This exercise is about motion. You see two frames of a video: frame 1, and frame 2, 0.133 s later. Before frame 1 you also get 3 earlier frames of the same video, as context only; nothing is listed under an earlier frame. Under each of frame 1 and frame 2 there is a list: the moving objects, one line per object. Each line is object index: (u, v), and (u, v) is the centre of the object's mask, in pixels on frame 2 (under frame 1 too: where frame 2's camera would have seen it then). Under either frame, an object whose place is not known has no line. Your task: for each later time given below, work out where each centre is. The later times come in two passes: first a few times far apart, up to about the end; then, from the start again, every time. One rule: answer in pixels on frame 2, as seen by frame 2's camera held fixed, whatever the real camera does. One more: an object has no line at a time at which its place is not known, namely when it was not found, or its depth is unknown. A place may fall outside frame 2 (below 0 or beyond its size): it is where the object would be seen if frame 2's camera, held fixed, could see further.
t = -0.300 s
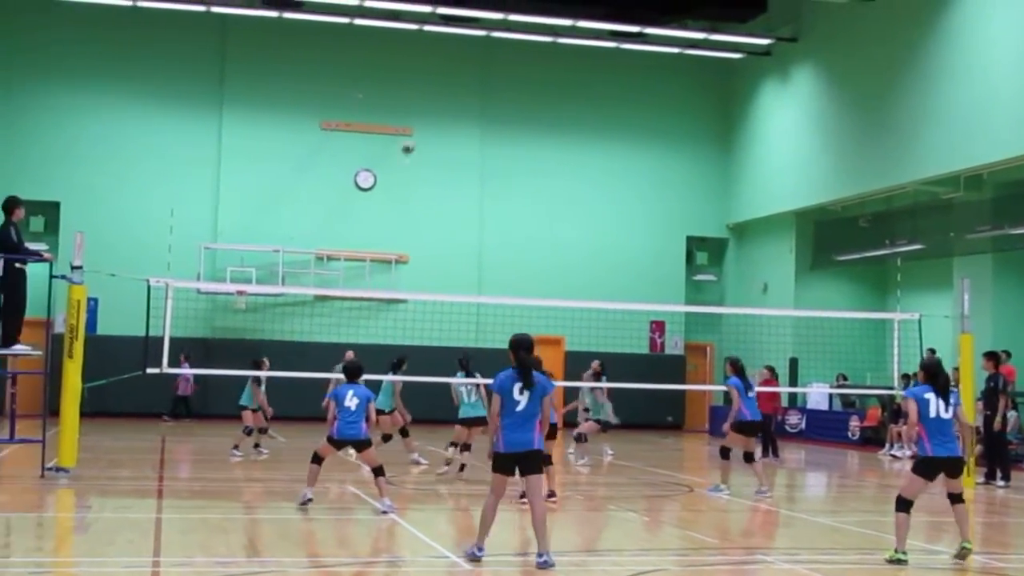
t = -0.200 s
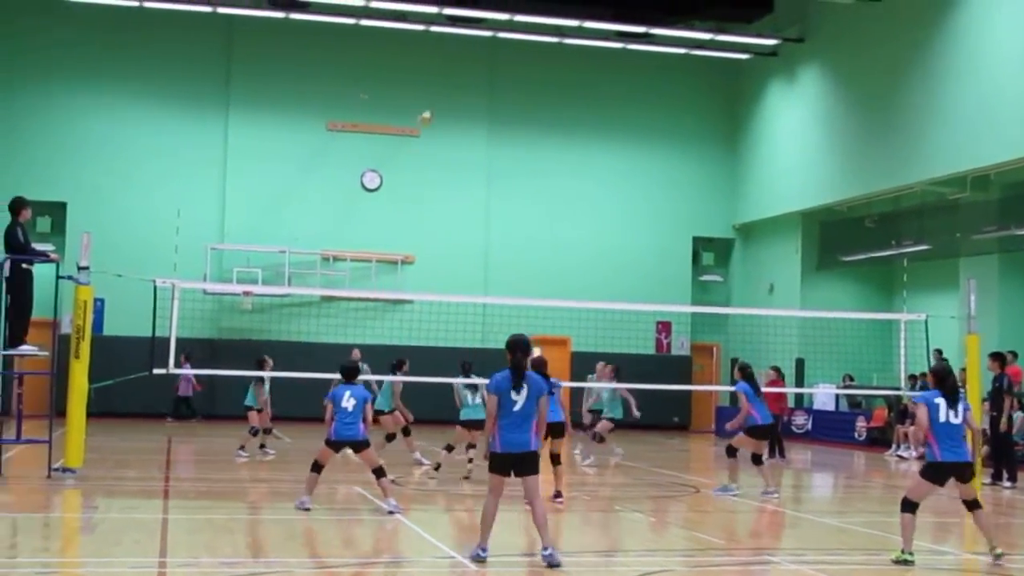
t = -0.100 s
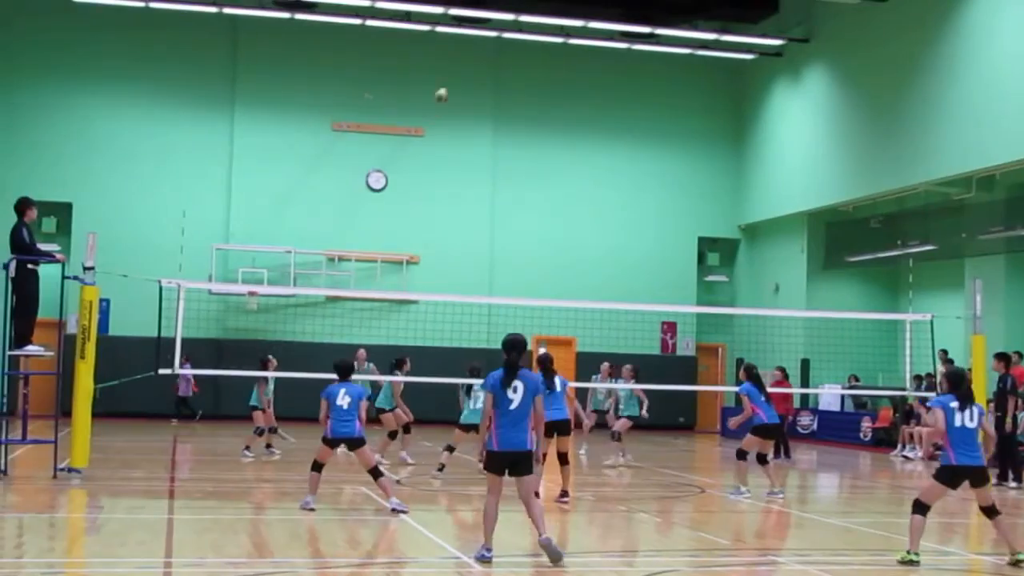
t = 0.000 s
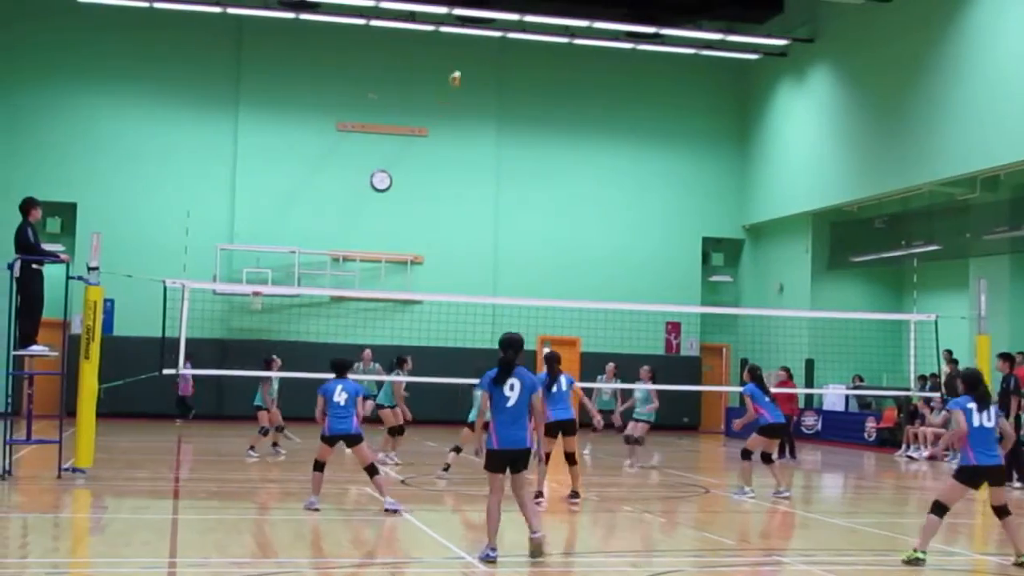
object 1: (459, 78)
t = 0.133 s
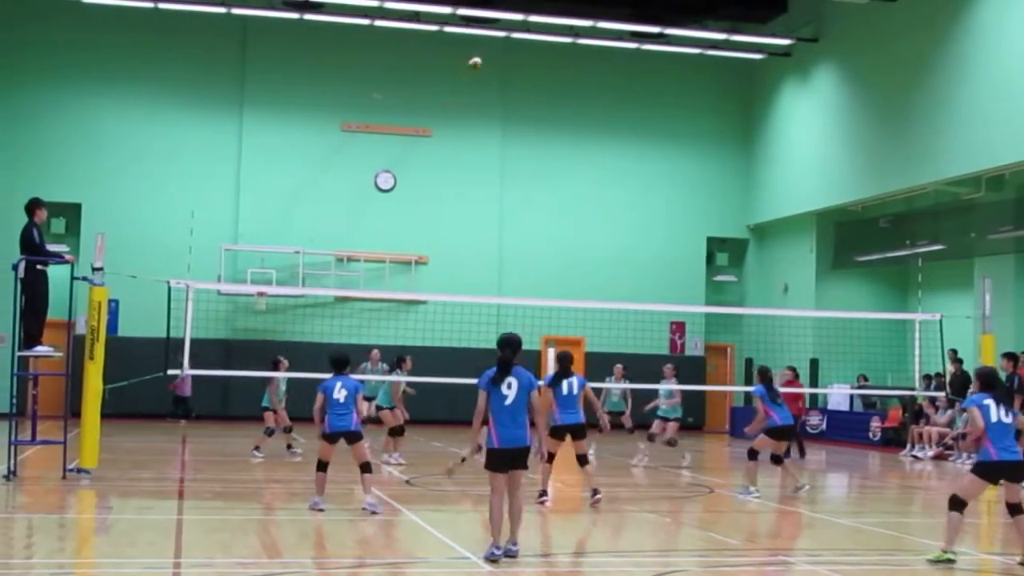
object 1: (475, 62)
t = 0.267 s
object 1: (490, 60)
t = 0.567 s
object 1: (521, 94)
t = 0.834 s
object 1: (550, 176)
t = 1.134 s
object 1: (578, 324)
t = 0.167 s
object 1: (479, 62)
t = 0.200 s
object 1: (482, 61)
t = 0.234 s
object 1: (485, 61)
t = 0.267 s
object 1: (490, 60)
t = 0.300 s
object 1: (493, 62)
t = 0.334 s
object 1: (496, 62)
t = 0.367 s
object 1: (500, 65)
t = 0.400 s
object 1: (504, 68)
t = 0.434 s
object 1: (507, 73)
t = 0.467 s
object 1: (511, 77)
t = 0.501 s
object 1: (515, 83)
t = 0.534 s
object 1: (519, 88)
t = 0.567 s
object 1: (521, 94)
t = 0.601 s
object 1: (526, 102)
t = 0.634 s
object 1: (529, 111)
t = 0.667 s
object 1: (532, 119)
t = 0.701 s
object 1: (536, 127)
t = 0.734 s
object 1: (539, 140)
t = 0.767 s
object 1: (543, 151)
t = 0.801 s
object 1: (547, 163)
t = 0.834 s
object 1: (550, 176)
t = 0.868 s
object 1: (553, 190)
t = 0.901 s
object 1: (556, 202)
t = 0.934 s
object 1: (559, 219)
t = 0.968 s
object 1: (562, 234)
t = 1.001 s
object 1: (565, 250)
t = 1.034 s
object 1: (568, 268)
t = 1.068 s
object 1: (571, 286)
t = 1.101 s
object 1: (574, 298)
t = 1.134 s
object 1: (578, 324)
